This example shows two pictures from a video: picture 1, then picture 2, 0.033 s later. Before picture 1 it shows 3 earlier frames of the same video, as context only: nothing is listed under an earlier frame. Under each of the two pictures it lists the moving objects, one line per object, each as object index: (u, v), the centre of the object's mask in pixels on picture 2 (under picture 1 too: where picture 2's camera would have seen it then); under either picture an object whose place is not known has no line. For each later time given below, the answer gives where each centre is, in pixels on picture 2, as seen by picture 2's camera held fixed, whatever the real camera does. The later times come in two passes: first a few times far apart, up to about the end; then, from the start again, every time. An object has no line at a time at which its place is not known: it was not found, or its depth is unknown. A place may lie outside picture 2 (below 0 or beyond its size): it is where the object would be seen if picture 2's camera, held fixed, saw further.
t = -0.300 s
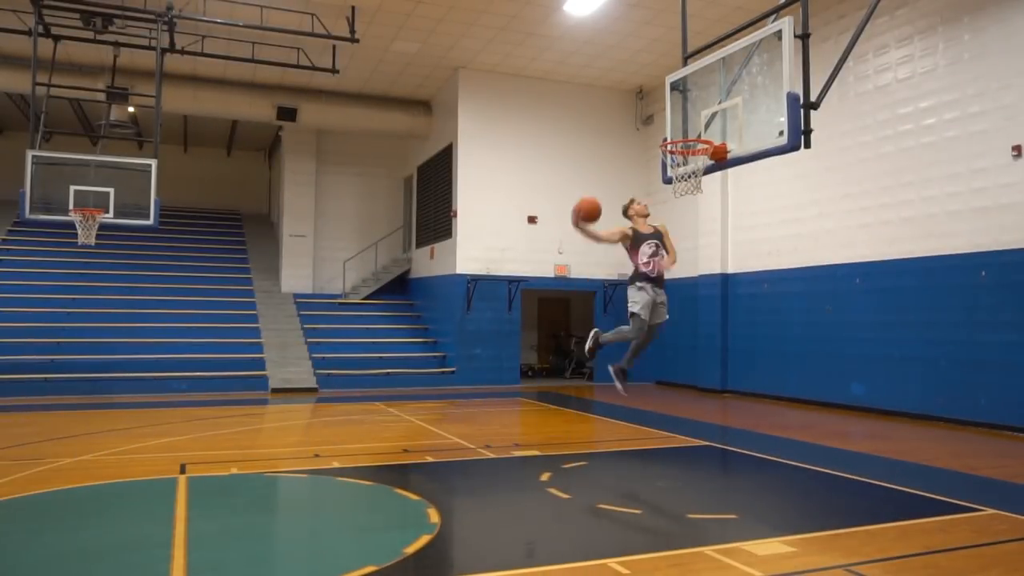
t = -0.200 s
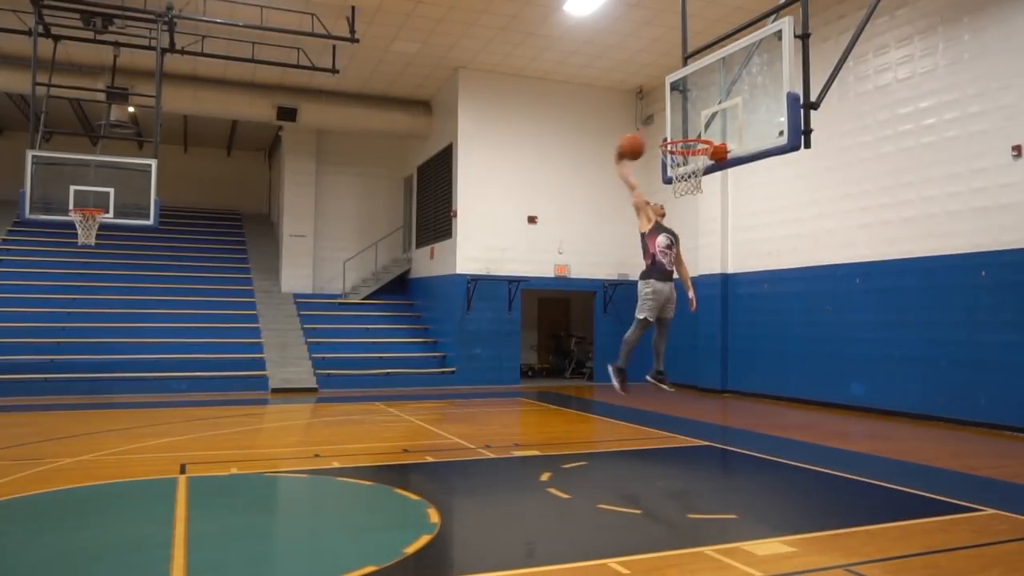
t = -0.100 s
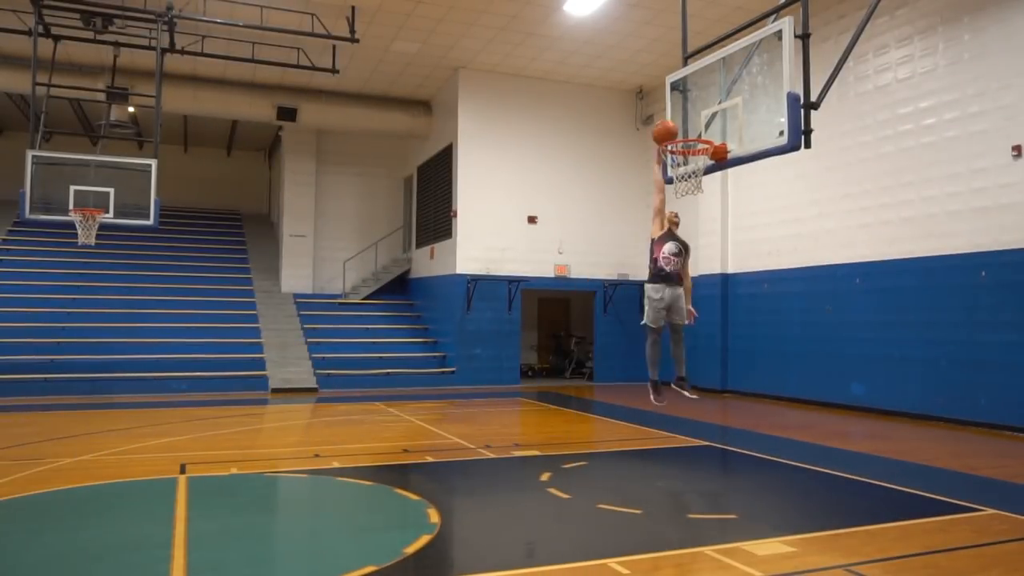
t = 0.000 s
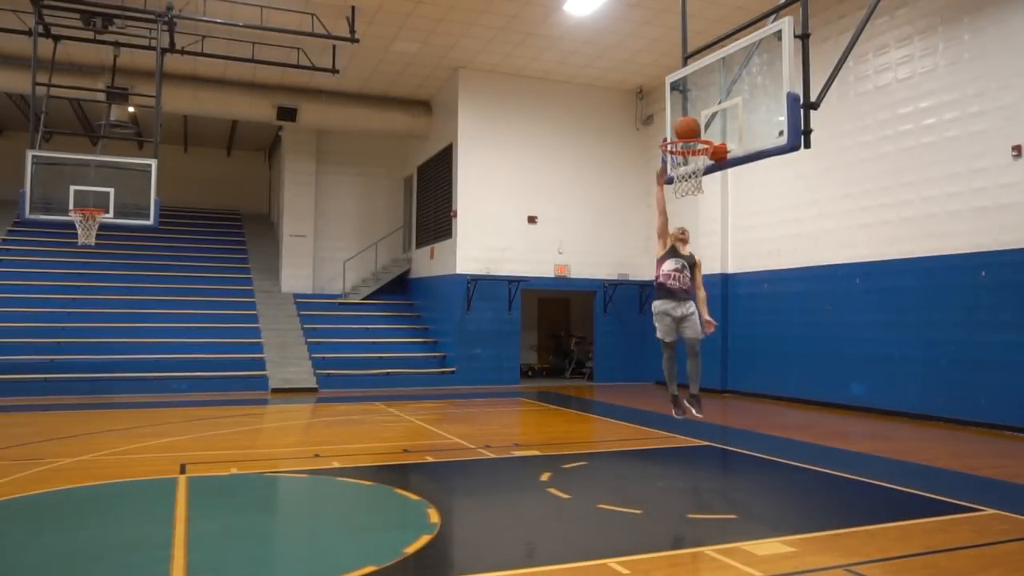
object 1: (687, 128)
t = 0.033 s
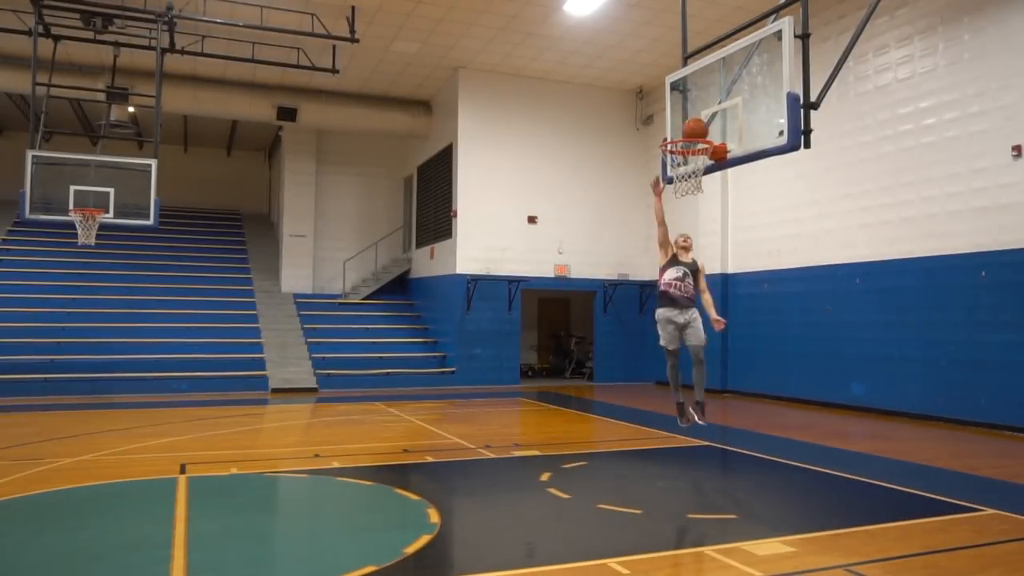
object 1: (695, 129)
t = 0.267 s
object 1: (697, 119)
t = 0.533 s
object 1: (685, 158)
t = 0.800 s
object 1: (669, 254)
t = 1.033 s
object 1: (655, 389)
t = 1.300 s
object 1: (645, 363)
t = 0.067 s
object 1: (703, 131)
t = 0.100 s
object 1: (705, 129)
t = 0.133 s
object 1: (703, 126)
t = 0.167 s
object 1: (701, 122)
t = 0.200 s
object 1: (700, 120)
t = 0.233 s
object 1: (698, 119)
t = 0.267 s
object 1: (697, 119)
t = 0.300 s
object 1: (695, 120)
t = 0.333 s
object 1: (694, 122)
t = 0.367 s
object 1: (692, 125)
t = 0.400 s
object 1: (690, 129)
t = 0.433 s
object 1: (689, 133)
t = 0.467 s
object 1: (687, 138)
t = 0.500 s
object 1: (684, 146)
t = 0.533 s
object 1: (685, 158)
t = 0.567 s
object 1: (683, 165)
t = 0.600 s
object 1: (679, 171)
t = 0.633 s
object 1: (676, 191)
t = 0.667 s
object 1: (677, 201)
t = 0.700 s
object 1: (675, 211)
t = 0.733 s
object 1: (673, 224)
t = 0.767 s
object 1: (671, 239)
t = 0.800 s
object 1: (669, 254)
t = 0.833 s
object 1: (667, 270)
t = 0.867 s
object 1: (665, 288)
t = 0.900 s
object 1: (663, 305)
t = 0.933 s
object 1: (661, 325)
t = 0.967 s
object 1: (659, 345)
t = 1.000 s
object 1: (657, 367)
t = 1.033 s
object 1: (655, 389)
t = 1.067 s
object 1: (653, 411)
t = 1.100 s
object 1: (651, 436)
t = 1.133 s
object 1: (649, 451)
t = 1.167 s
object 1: (648, 431)
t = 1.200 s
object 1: (647, 411)
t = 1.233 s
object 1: (647, 395)
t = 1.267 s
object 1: (646, 378)
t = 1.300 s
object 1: (645, 363)
